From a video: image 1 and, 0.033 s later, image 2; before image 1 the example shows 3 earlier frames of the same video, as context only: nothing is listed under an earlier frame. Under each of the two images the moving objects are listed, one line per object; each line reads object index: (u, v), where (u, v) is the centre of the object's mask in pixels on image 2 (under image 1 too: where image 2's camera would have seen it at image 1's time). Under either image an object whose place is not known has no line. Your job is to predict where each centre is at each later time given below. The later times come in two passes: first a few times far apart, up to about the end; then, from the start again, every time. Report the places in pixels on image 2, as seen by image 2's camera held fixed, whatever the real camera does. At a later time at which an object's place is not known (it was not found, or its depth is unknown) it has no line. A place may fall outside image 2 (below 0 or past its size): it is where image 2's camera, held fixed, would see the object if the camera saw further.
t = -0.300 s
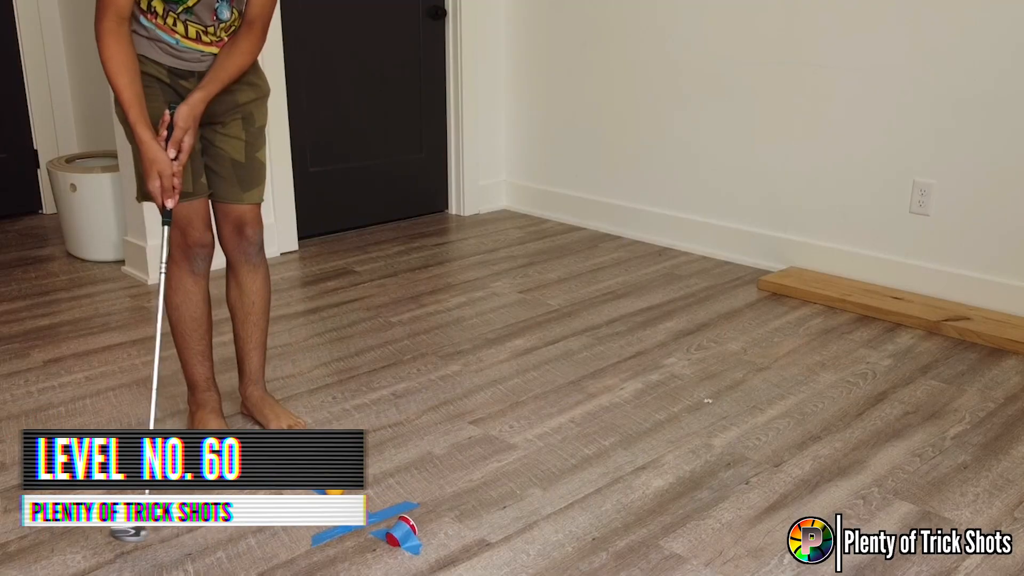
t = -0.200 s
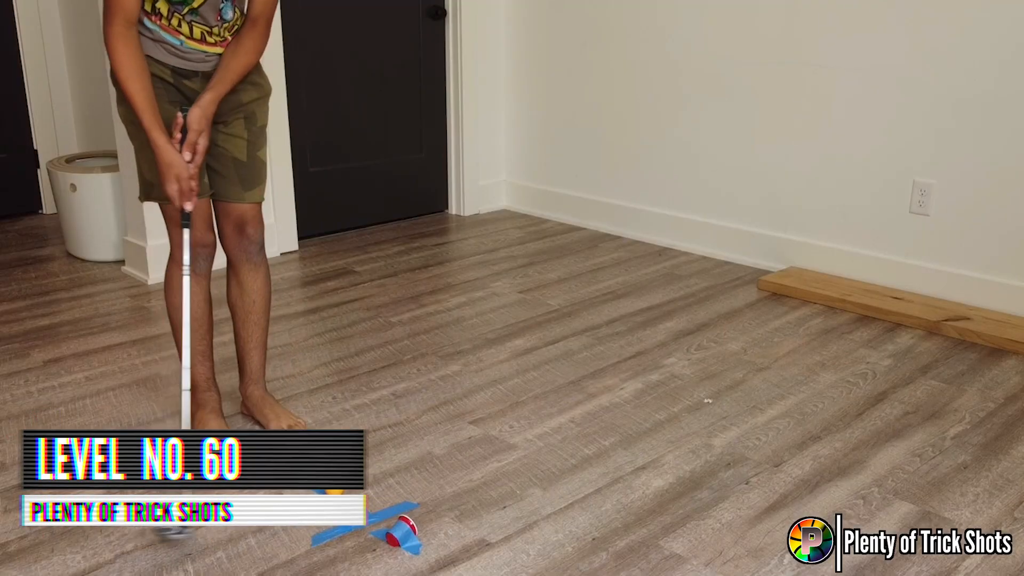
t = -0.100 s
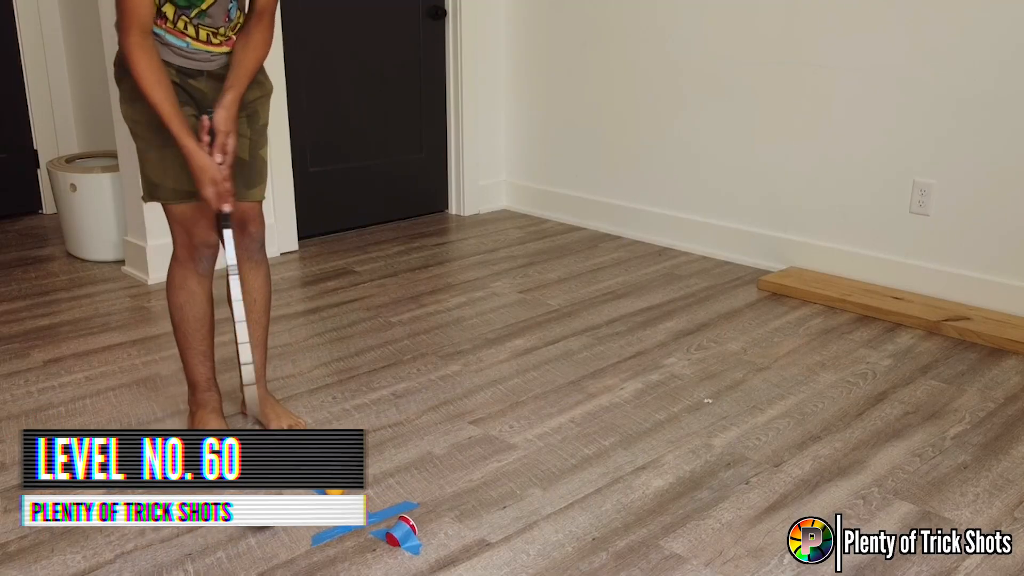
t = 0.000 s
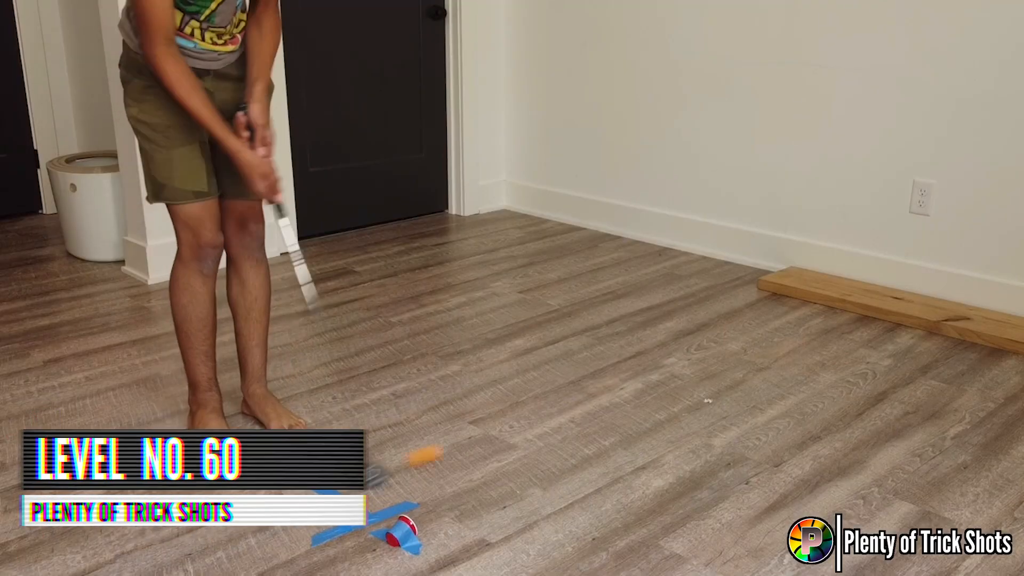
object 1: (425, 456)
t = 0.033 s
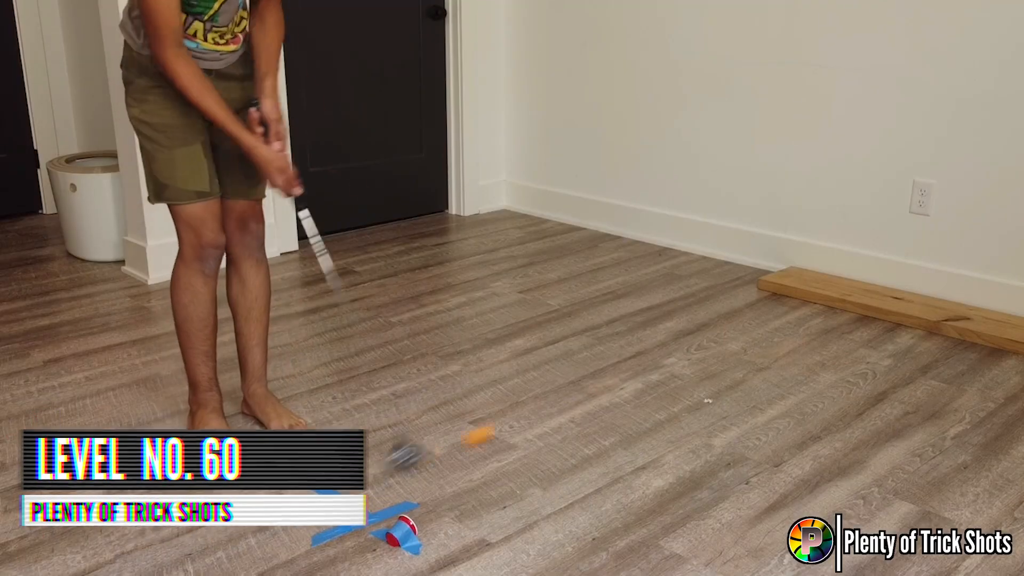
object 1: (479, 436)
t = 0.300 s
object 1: (759, 333)
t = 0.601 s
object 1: (765, 336)
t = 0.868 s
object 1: (654, 391)
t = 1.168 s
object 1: (548, 452)
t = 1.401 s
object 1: (474, 493)
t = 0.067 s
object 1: (528, 418)
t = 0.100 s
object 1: (572, 401)
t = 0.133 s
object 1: (611, 388)
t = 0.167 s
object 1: (646, 375)
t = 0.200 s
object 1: (679, 363)
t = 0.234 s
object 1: (708, 351)
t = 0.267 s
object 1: (735, 344)
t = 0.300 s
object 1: (759, 333)
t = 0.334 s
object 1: (783, 326)
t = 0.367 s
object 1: (802, 316)
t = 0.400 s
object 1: (821, 310)
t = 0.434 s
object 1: (834, 305)
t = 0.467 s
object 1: (821, 307)
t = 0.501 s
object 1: (808, 312)
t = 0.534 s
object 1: (793, 322)
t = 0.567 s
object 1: (778, 334)
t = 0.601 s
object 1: (765, 336)
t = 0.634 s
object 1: (751, 342)
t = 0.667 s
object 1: (737, 351)
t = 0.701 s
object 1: (722, 361)
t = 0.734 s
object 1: (709, 364)
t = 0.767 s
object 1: (695, 369)
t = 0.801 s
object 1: (680, 379)
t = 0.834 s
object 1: (667, 388)
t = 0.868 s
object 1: (654, 391)
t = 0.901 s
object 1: (640, 399)
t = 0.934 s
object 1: (626, 409)
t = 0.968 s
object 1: (615, 413)
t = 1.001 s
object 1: (602, 420)
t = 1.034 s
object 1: (590, 428)
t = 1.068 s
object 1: (579, 433)
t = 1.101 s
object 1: (568, 441)
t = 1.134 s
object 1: (557, 445)
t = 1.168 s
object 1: (548, 452)
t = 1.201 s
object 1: (537, 457)
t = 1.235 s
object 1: (527, 464)
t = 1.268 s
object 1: (517, 469)
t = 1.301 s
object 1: (507, 475)
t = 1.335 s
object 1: (496, 481)
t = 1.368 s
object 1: (486, 486)
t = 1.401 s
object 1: (474, 493)
